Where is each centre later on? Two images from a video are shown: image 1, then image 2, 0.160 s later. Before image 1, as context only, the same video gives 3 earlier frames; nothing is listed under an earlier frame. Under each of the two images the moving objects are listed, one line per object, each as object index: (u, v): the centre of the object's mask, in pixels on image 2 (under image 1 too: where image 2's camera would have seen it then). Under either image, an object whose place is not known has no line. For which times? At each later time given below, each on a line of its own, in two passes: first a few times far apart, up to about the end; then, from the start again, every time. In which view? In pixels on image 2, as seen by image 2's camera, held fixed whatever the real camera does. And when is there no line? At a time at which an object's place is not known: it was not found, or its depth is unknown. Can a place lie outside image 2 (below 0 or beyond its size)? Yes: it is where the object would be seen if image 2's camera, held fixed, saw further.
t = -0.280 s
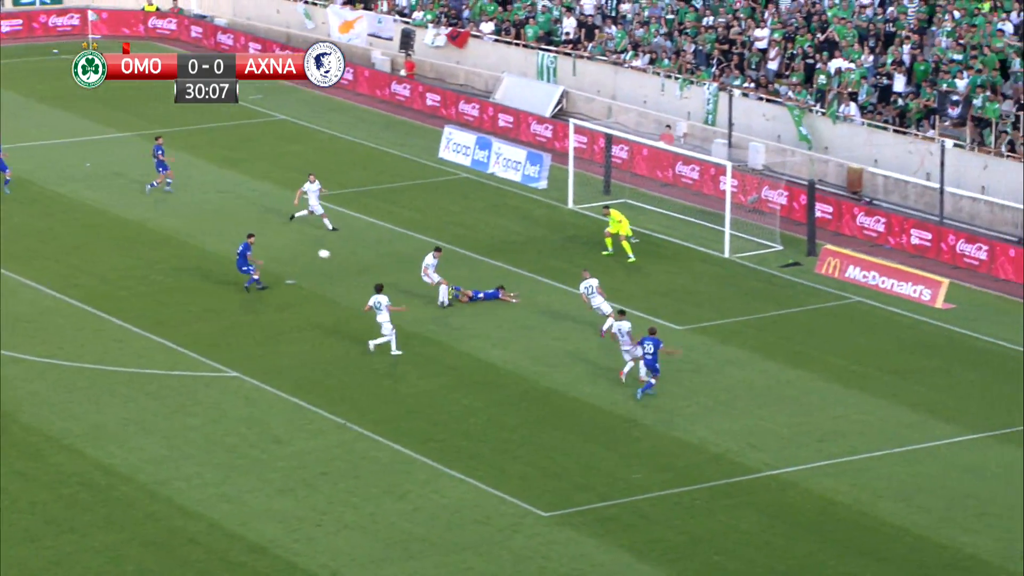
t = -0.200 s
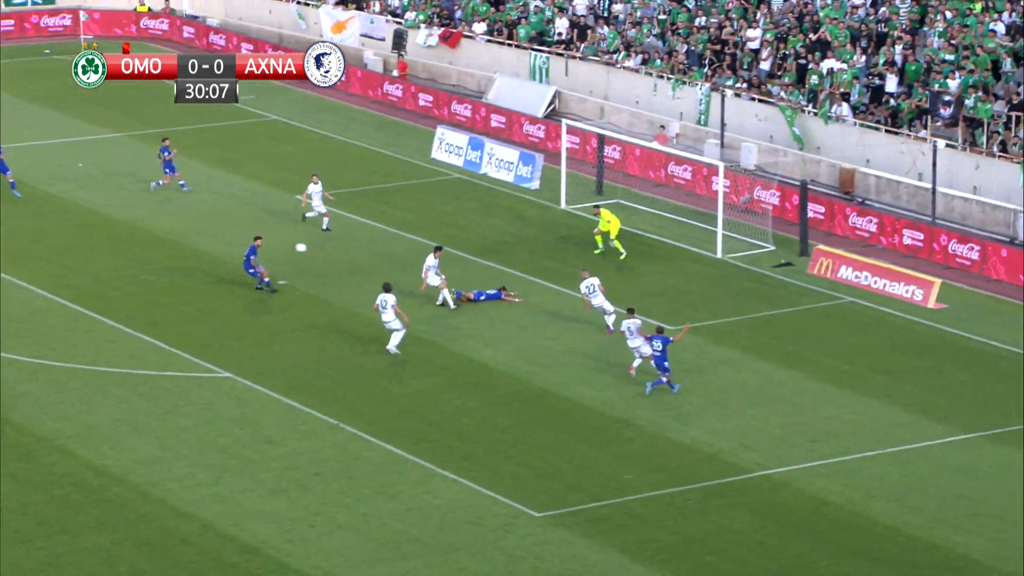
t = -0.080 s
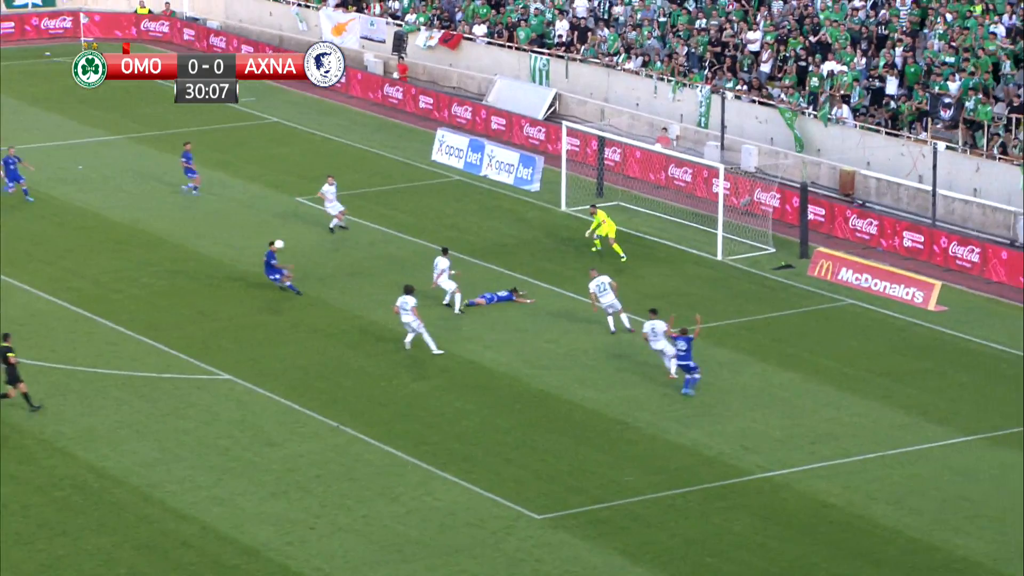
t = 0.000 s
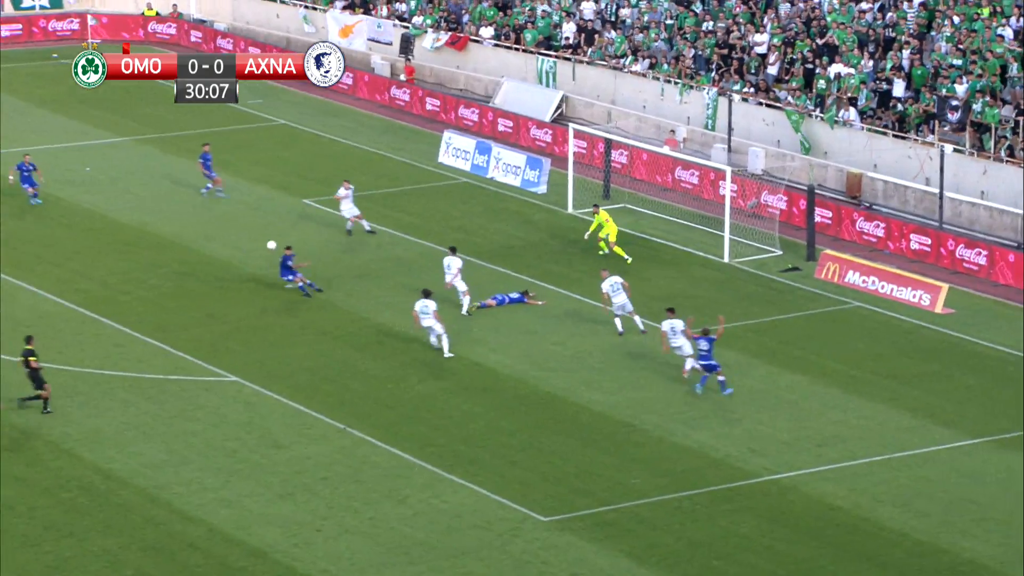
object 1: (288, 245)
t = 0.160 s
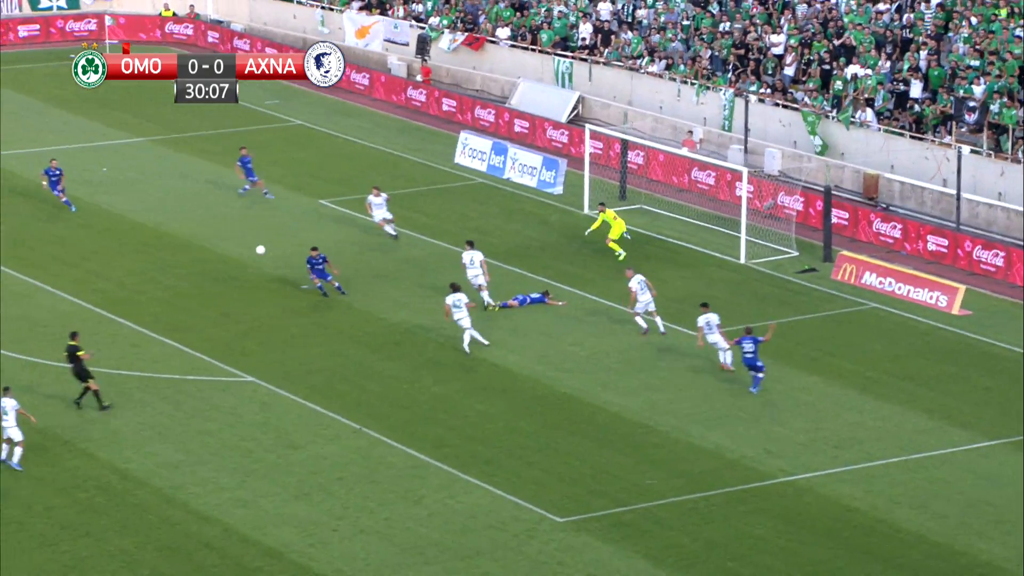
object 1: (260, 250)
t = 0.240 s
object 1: (247, 255)
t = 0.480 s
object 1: (210, 284)
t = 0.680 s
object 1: (194, 281)
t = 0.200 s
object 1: (254, 252)
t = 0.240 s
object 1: (247, 255)
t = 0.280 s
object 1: (241, 259)
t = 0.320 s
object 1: (234, 263)
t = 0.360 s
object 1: (228, 268)
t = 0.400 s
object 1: (222, 273)
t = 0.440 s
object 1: (216, 278)
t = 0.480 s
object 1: (210, 284)
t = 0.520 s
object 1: (204, 291)
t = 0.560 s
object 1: (200, 292)
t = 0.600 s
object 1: (198, 288)
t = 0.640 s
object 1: (196, 284)
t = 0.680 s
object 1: (194, 281)
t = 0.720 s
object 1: (192, 278)
